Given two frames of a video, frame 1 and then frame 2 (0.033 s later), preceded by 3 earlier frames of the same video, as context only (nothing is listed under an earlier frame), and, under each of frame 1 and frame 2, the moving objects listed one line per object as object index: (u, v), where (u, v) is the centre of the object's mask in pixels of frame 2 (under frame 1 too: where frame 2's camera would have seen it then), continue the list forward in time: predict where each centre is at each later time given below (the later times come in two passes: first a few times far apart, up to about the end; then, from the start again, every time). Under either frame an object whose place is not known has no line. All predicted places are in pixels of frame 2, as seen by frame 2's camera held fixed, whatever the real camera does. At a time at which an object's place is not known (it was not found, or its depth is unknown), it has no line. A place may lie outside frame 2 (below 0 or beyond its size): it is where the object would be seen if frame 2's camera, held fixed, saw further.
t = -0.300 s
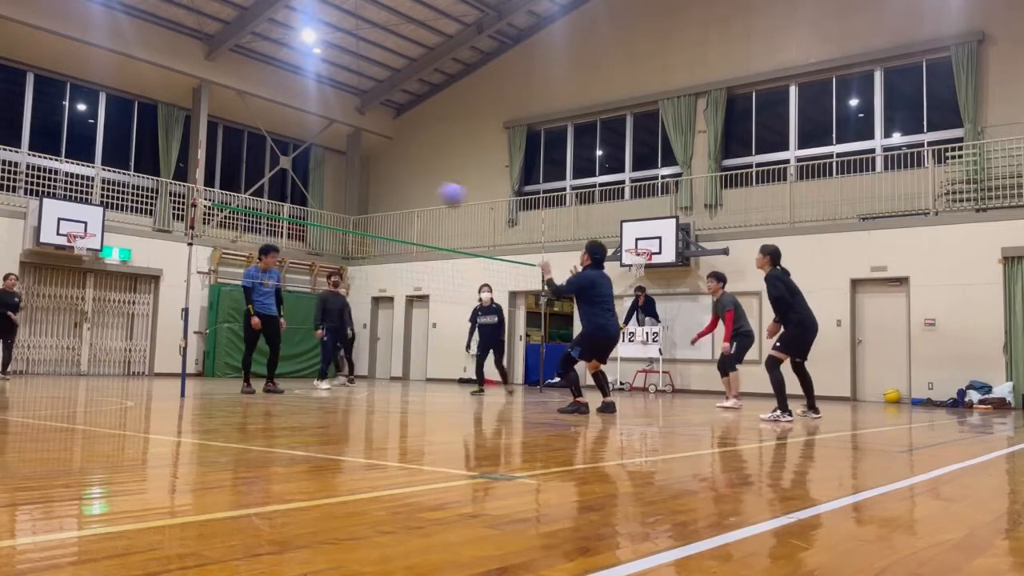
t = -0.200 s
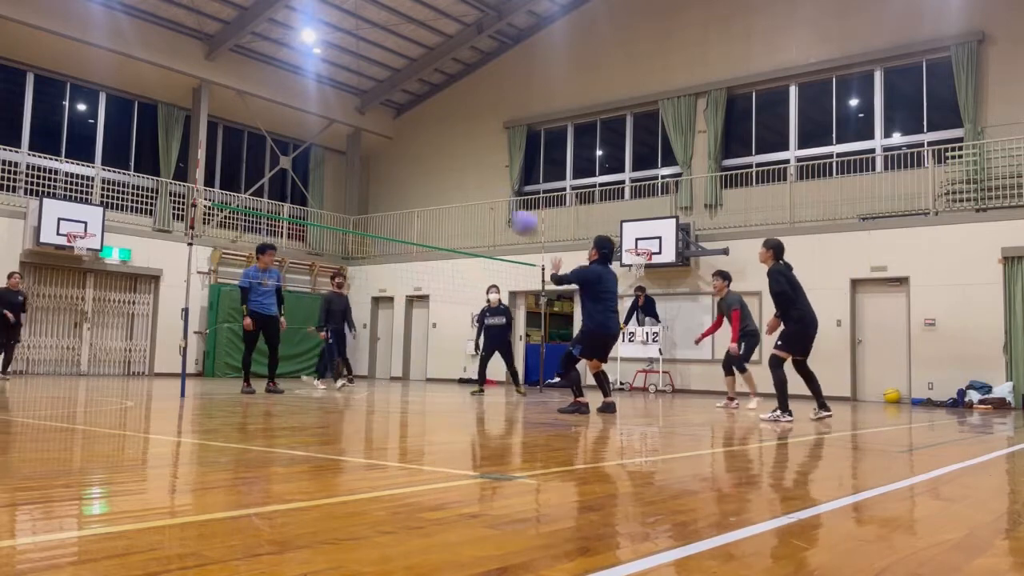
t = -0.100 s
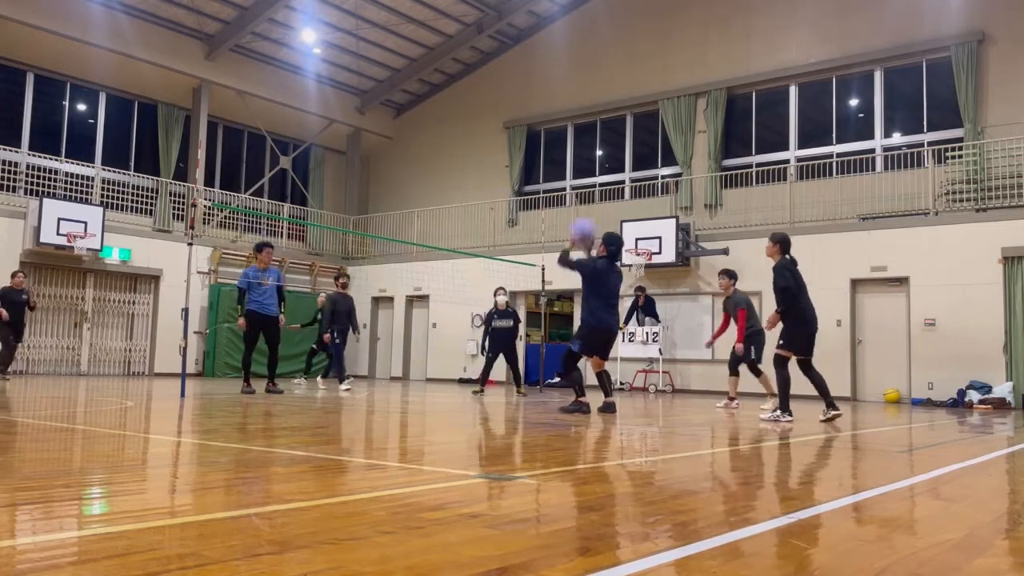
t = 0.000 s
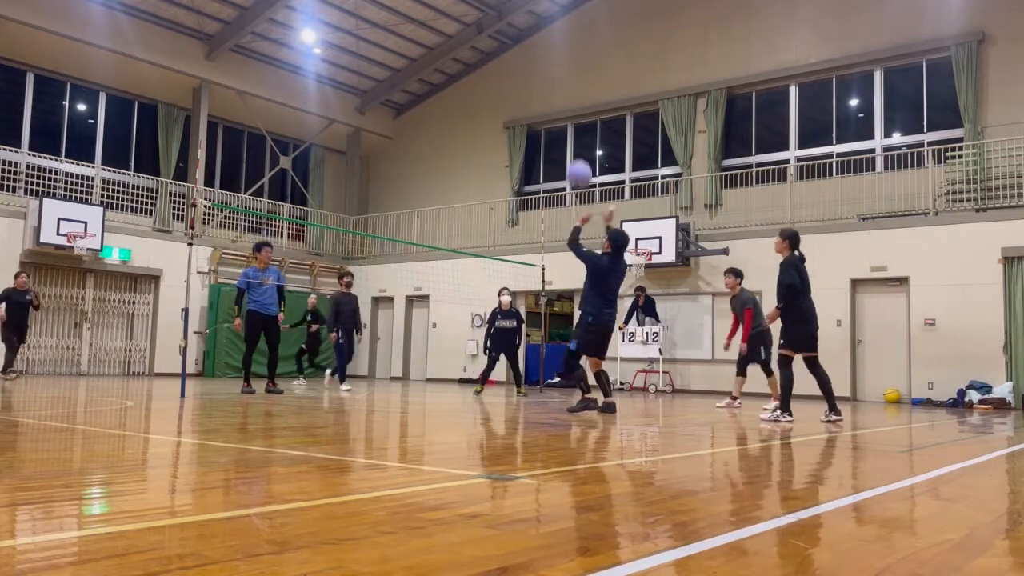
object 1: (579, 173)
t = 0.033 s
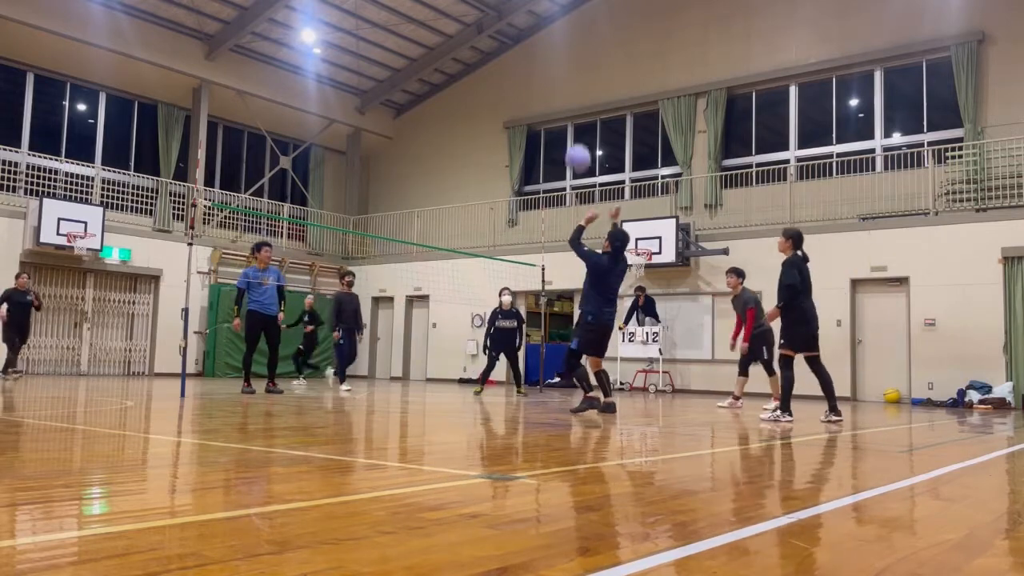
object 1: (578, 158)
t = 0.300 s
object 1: (565, 80)
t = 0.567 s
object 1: (551, 76)
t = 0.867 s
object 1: (536, 137)
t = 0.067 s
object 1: (577, 143)
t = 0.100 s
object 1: (575, 131)
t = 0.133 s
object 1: (574, 119)
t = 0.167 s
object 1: (572, 109)
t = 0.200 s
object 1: (570, 99)
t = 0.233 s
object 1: (568, 91)
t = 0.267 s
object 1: (567, 85)
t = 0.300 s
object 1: (565, 80)
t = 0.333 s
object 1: (563, 76)
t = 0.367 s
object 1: (561, 74)
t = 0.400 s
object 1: (559, 72)
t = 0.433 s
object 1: (557, 71)
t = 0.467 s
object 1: (556, 71)
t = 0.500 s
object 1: (554, 71)
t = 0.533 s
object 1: (553, 74)
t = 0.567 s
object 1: (551, 76)
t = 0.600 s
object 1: (549, 79)
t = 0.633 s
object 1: (548, 84)
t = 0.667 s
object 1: (546, 89)
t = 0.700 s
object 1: (544, 94)
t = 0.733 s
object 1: (543, 101)
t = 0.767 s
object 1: (541, 110)
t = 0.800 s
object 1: (539, 119)
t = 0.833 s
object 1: (538, 128)
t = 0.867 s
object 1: (536, 137)
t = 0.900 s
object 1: (535, 147)
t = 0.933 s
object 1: (533, 158)
